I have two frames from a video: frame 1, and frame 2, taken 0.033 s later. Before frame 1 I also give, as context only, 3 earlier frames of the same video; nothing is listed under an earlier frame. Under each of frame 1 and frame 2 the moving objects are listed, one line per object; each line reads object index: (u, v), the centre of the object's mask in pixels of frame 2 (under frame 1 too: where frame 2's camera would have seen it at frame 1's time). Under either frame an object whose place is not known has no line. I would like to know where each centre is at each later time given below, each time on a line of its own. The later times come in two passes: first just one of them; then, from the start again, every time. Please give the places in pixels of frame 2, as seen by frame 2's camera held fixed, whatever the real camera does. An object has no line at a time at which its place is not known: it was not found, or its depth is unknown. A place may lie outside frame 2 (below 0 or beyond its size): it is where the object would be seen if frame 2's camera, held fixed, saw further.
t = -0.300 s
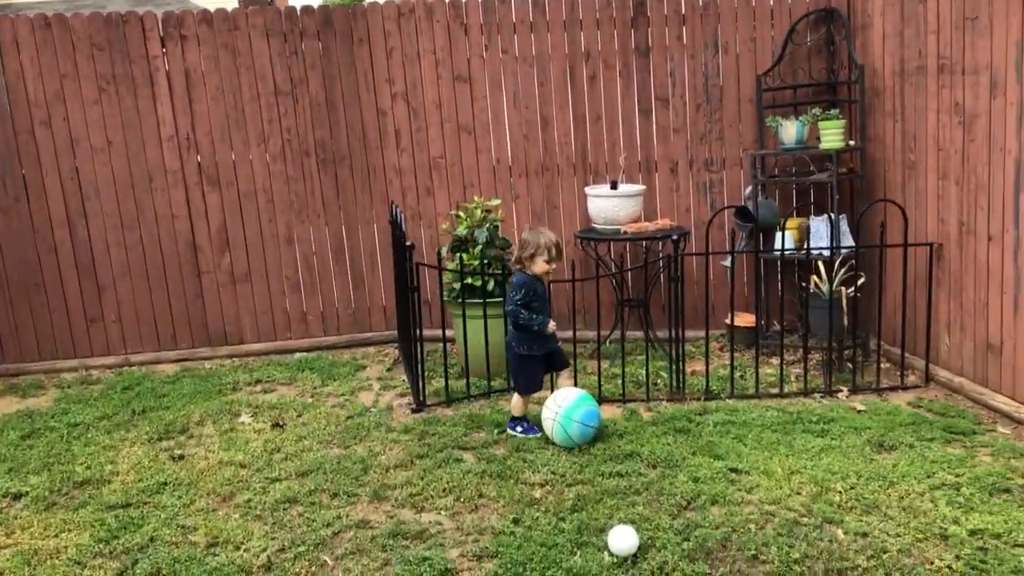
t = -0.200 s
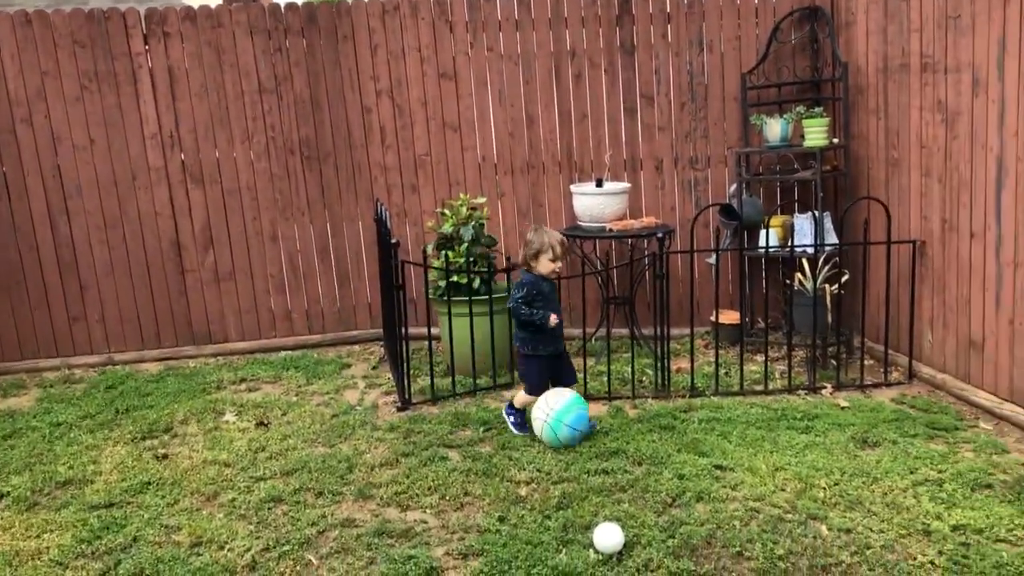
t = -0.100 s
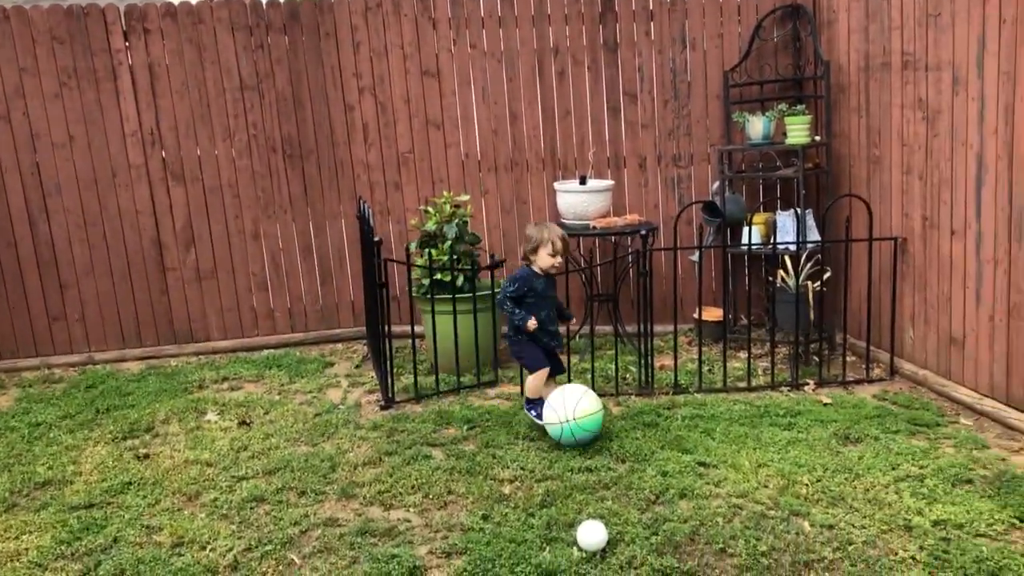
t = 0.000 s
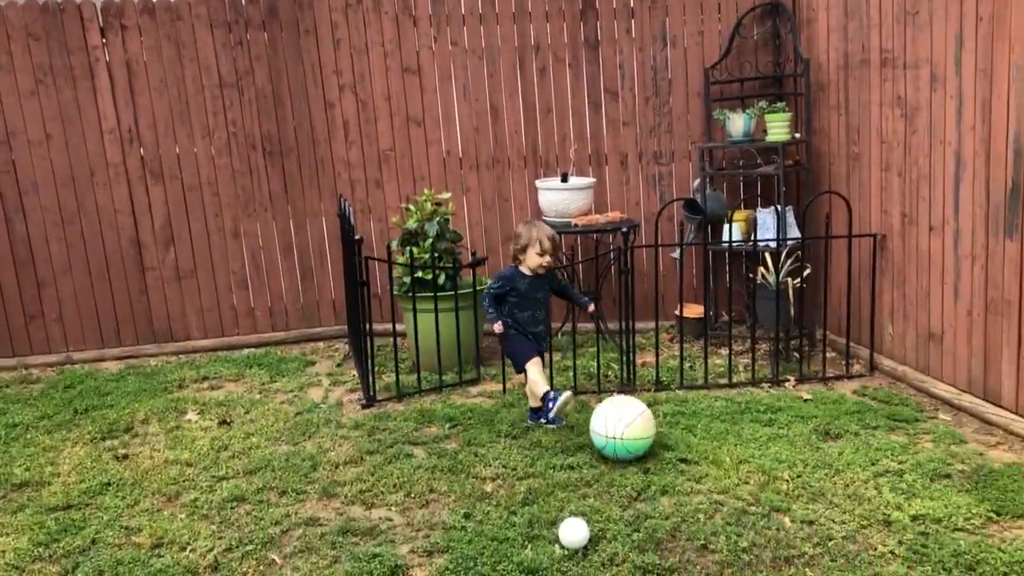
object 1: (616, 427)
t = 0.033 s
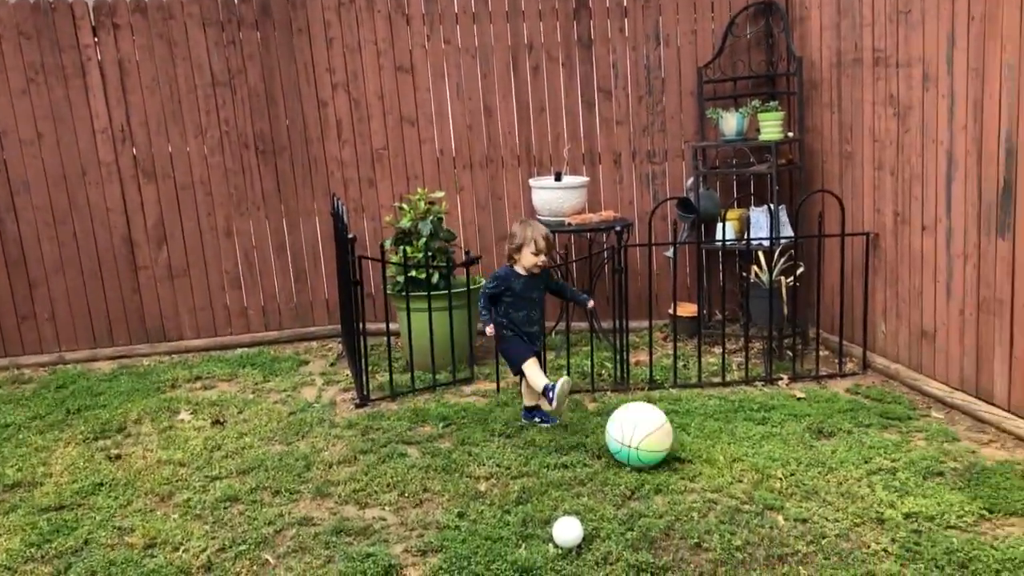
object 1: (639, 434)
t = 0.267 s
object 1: (762, 461)
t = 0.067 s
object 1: (658, 438)
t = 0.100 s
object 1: (676, 442)
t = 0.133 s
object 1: (694, 447)
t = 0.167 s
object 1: (713, 454)
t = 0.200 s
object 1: (729, 454)
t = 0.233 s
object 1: (746, 457)
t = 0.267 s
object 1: (762, 461)
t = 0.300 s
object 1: (780, 467)
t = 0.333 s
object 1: (797, 473)
